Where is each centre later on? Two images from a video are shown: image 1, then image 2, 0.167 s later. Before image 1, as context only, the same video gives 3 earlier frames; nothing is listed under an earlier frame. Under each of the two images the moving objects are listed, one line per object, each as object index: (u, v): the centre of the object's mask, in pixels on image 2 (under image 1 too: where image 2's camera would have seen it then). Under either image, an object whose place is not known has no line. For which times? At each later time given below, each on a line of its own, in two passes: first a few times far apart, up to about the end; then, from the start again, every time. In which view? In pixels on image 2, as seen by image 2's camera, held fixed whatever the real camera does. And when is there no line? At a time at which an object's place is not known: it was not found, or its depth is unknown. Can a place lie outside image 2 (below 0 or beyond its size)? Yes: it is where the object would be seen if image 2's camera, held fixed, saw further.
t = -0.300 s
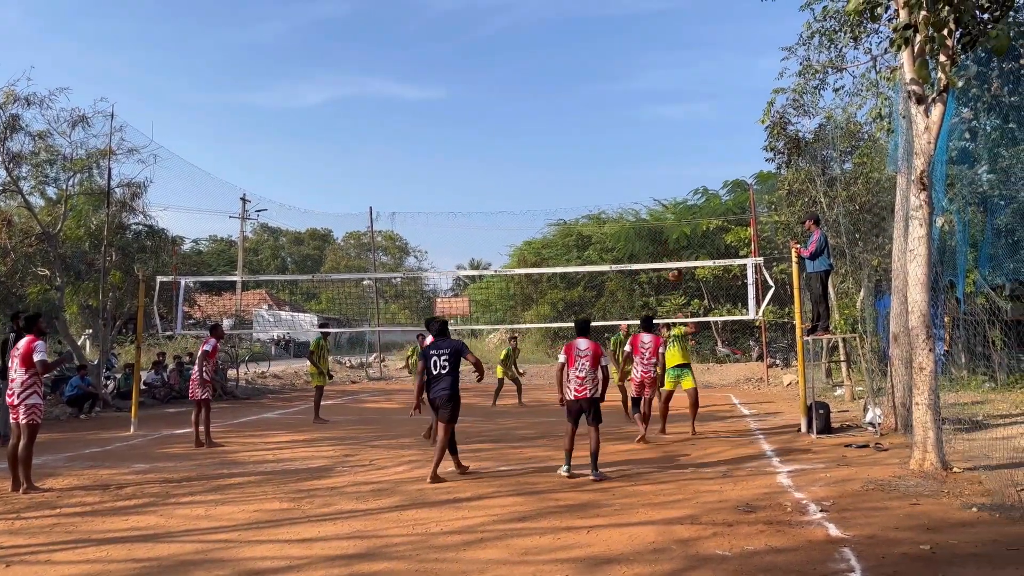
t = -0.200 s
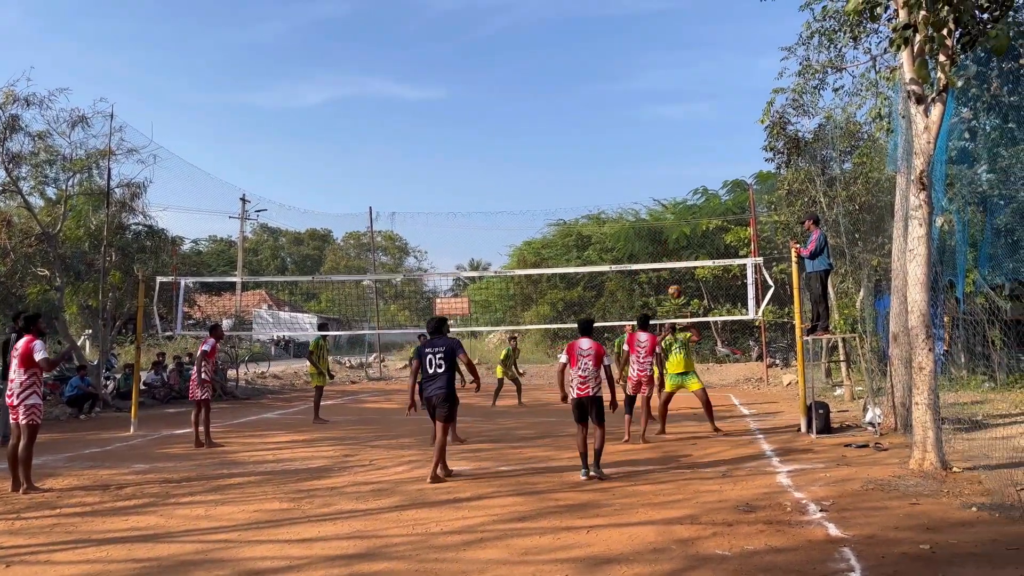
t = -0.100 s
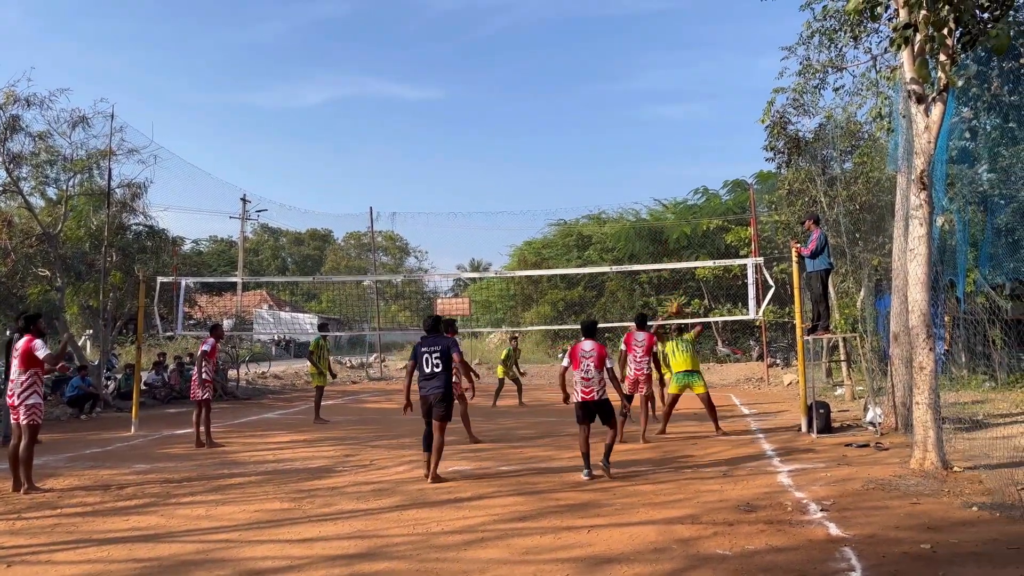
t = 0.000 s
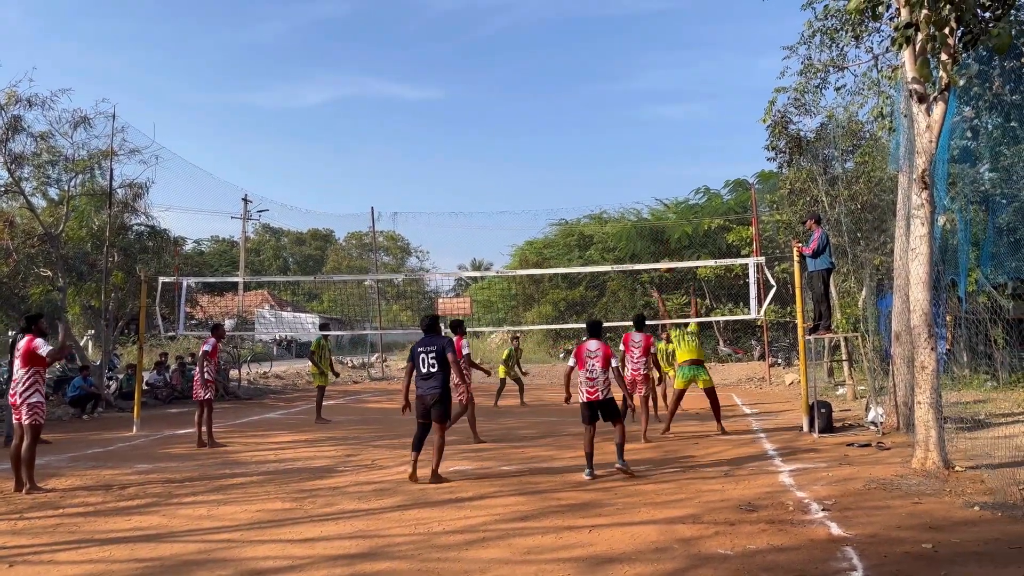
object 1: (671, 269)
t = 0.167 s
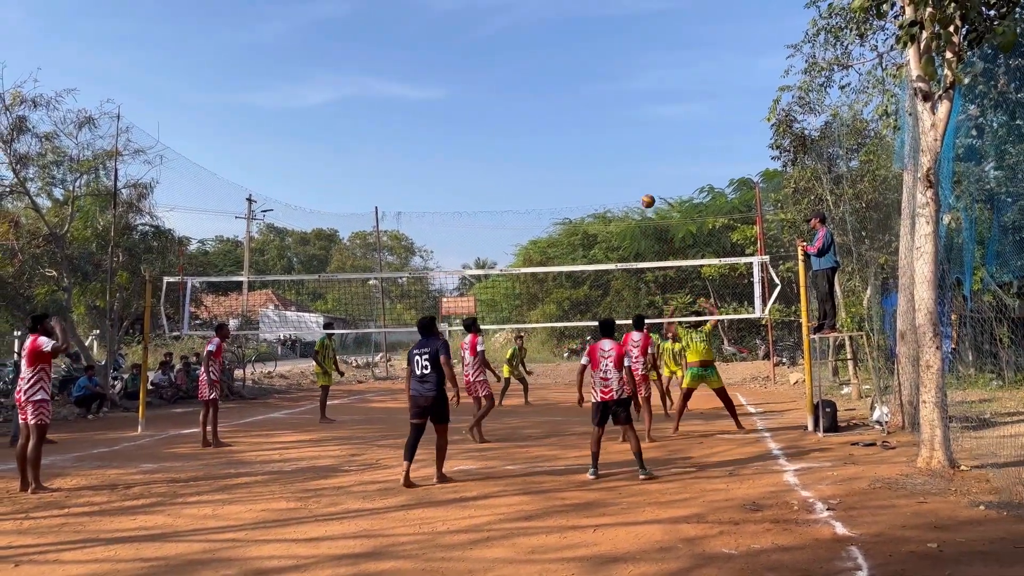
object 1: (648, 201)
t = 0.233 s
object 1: (639, 181)
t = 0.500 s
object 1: (607, 130)
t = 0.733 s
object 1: (580, 123)
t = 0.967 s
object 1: (555, 150)
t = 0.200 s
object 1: (644, 191)
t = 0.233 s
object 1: (639, 181)
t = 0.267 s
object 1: (635, 172)
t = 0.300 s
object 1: (631, 164)
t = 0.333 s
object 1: (627, 156)
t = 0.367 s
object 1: (623, 150)
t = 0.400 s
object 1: (619, 144)
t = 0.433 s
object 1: (615, 138)
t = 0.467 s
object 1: (611, 134)
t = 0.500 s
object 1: (607, 130)
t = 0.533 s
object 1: (603, 127)
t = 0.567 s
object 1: (600, 124)
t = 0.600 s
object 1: (596, 123)
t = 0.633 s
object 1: (592, 122)
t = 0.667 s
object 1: (588, 122)
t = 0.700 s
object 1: (584, 122)
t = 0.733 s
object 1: (580, 123)
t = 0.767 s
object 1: (577, 125)
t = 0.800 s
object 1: (573, 127)
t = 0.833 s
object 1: (569, 131)
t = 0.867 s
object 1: (566, 134)
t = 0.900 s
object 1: (562, 139)
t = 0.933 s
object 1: (559, 144)
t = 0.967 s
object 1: (555, 150)
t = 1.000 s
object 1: (552, 157)
